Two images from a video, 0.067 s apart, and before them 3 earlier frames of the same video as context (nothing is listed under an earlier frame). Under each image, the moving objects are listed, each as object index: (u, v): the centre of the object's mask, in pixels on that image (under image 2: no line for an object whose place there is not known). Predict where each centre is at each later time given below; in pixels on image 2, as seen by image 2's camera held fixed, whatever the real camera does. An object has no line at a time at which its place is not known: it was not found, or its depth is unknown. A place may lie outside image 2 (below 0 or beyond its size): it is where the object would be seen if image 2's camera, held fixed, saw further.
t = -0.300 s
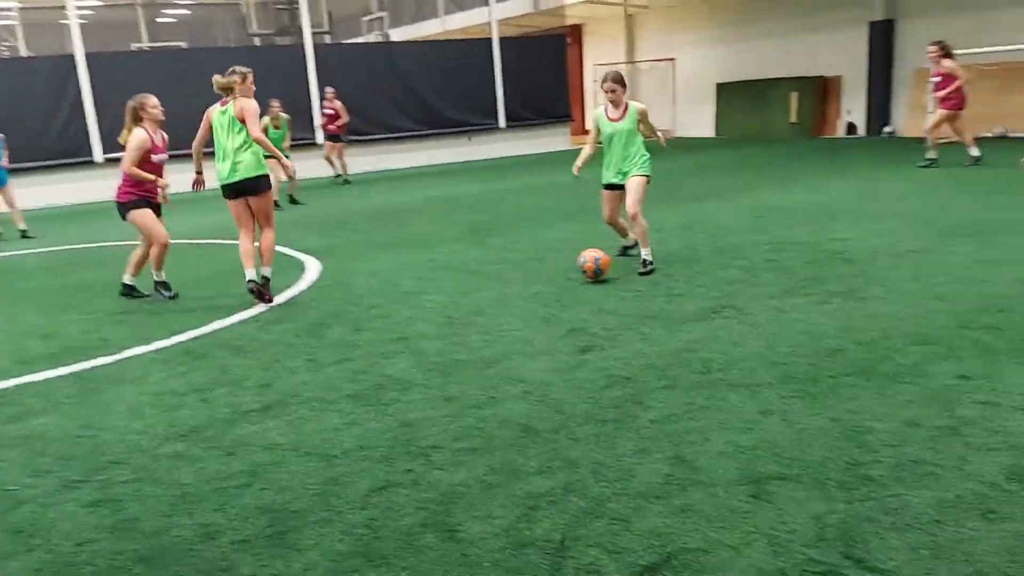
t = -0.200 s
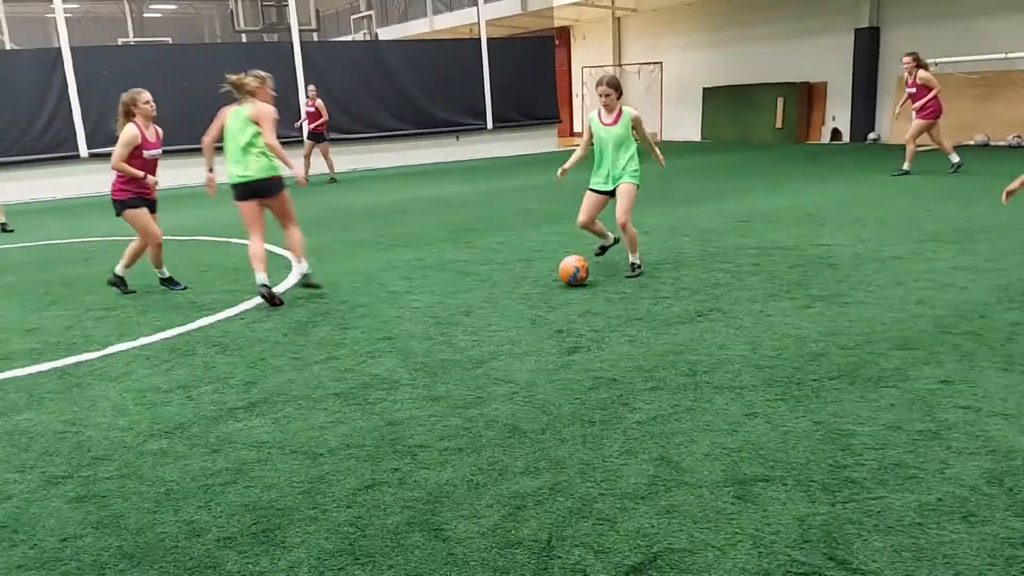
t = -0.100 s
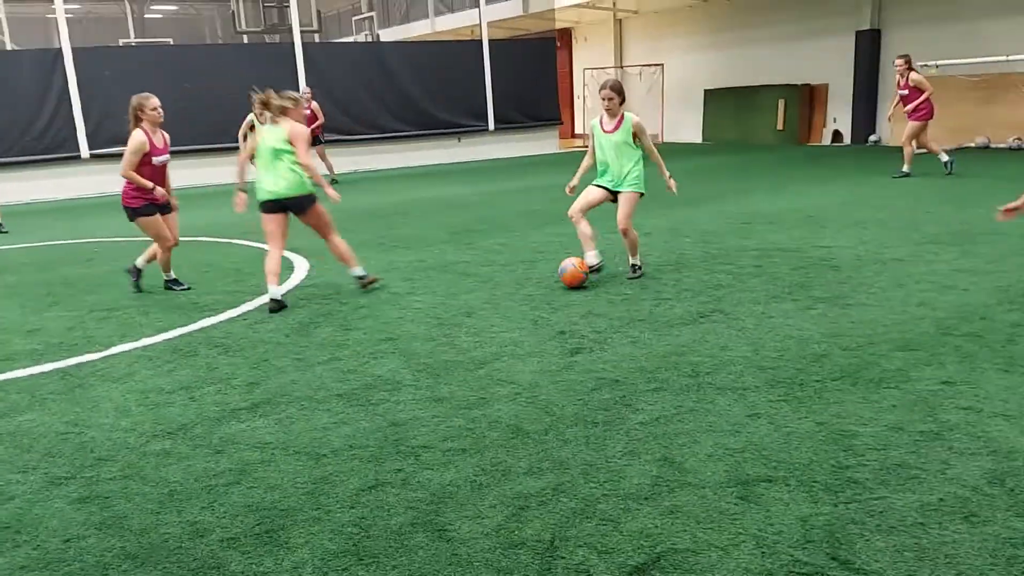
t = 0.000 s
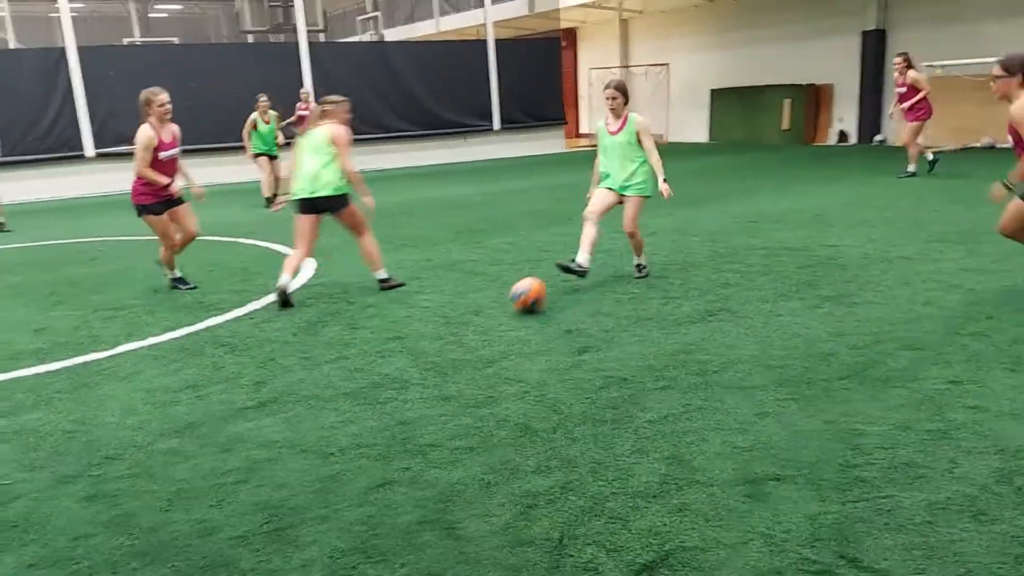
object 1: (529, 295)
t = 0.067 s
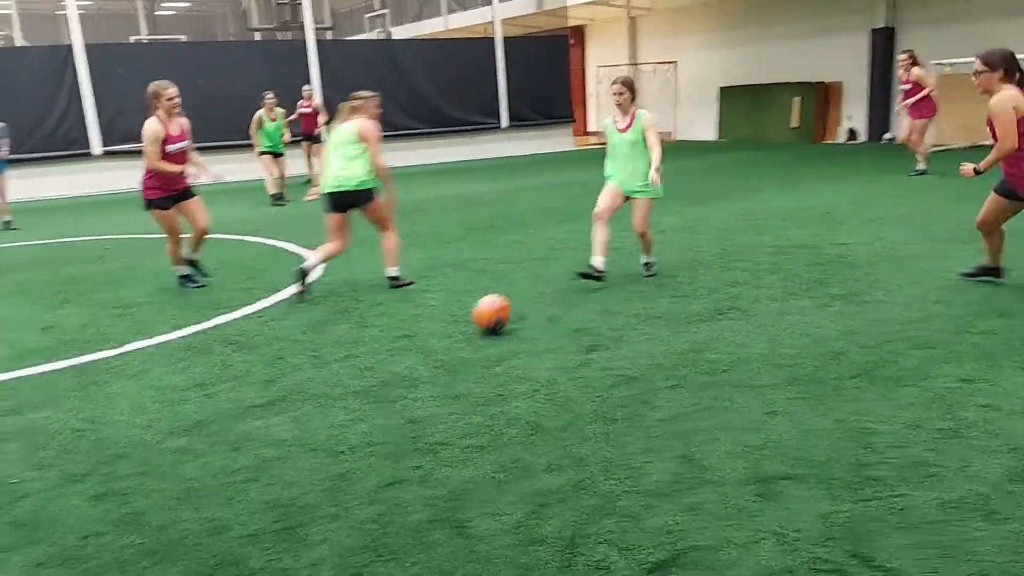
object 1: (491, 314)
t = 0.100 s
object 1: (466, 324)
